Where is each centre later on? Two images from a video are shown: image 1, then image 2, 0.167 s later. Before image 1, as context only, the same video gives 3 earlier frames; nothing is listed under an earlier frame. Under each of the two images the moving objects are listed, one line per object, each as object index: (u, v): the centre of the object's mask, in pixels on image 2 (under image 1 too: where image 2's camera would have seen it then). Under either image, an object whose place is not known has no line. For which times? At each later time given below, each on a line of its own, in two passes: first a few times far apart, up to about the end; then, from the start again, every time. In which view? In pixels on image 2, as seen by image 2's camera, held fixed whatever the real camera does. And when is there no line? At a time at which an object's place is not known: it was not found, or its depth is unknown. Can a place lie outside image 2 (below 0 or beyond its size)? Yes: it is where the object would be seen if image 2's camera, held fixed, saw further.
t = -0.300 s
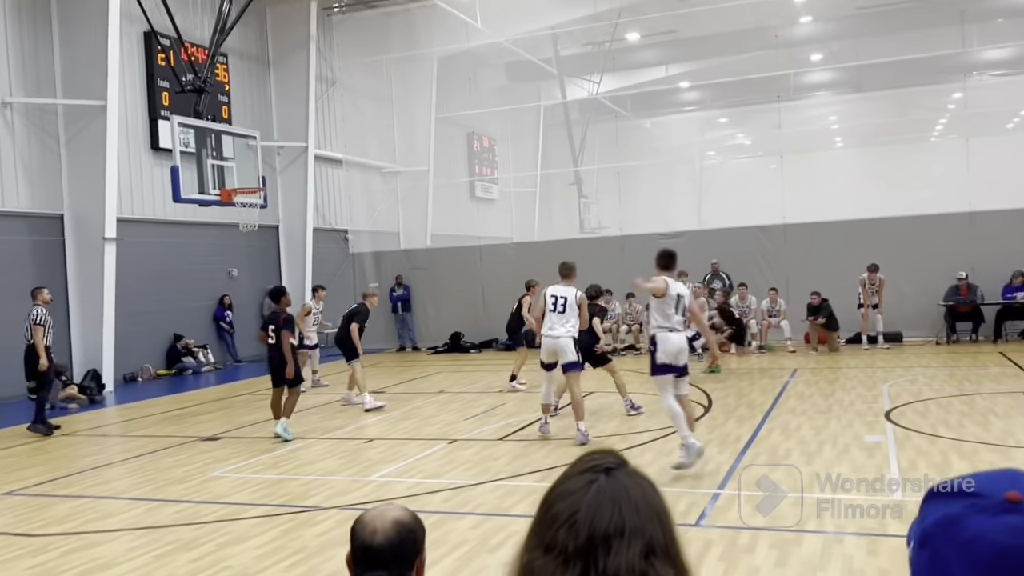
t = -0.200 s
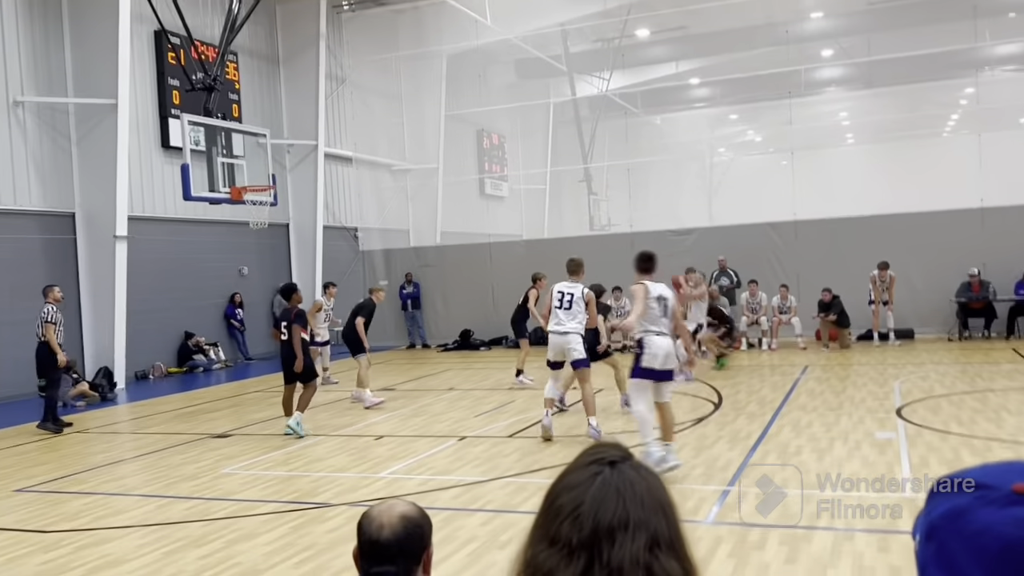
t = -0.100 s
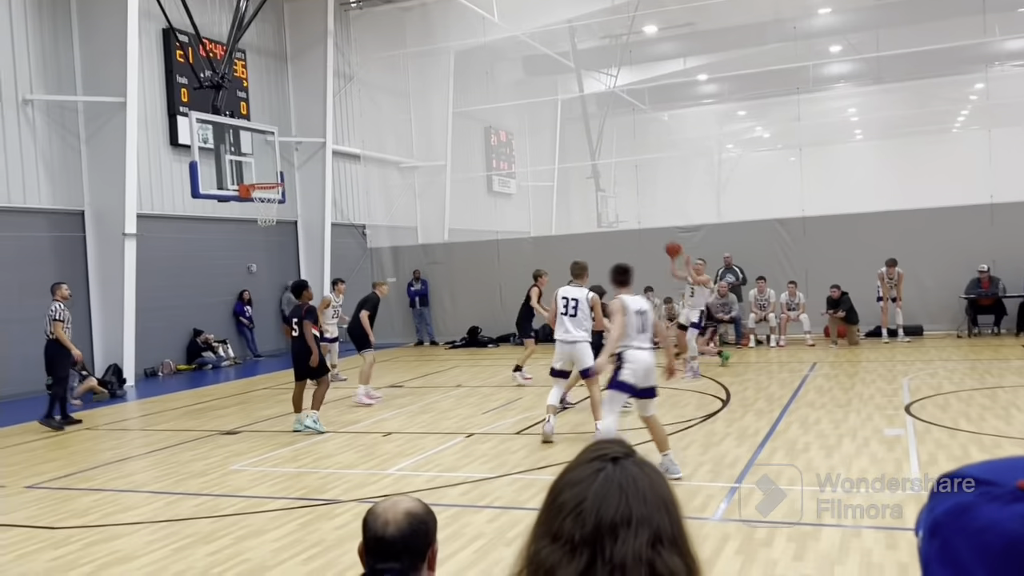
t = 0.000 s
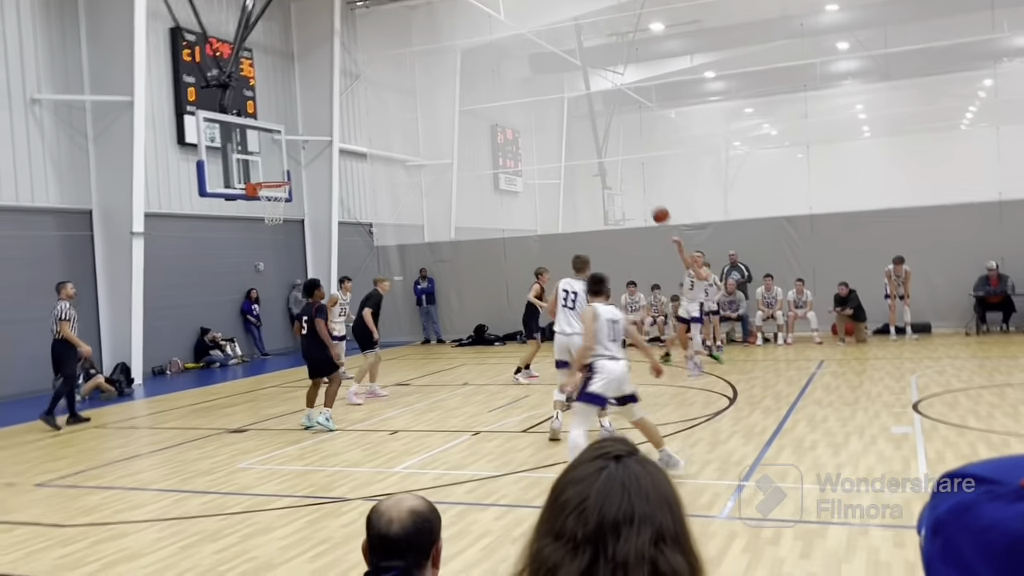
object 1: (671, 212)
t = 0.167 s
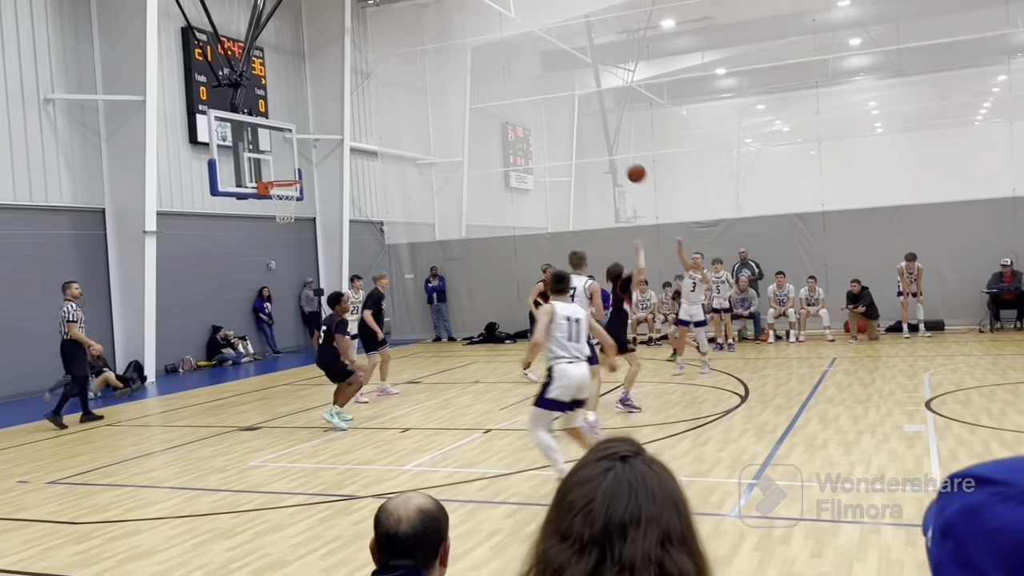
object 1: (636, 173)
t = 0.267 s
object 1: (612, 157)
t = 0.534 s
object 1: (534, 148)
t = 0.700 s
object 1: (473, 180)
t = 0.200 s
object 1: (628, 167)
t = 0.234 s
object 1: (620, 162)
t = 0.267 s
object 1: (612, 157)
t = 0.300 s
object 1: (603, 153)
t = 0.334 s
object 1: (594, 149)
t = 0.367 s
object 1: (585, 147)
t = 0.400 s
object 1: (576, 145)
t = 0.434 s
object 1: (566, 144)
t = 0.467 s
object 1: (556, 144)
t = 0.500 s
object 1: (545, 145)
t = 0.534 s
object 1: (534, 148)
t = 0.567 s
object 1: (524, 151)
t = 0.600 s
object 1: (512, 157)
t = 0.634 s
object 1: (499, 163)
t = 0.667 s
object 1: (486, 171)
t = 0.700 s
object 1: (473, 180)
